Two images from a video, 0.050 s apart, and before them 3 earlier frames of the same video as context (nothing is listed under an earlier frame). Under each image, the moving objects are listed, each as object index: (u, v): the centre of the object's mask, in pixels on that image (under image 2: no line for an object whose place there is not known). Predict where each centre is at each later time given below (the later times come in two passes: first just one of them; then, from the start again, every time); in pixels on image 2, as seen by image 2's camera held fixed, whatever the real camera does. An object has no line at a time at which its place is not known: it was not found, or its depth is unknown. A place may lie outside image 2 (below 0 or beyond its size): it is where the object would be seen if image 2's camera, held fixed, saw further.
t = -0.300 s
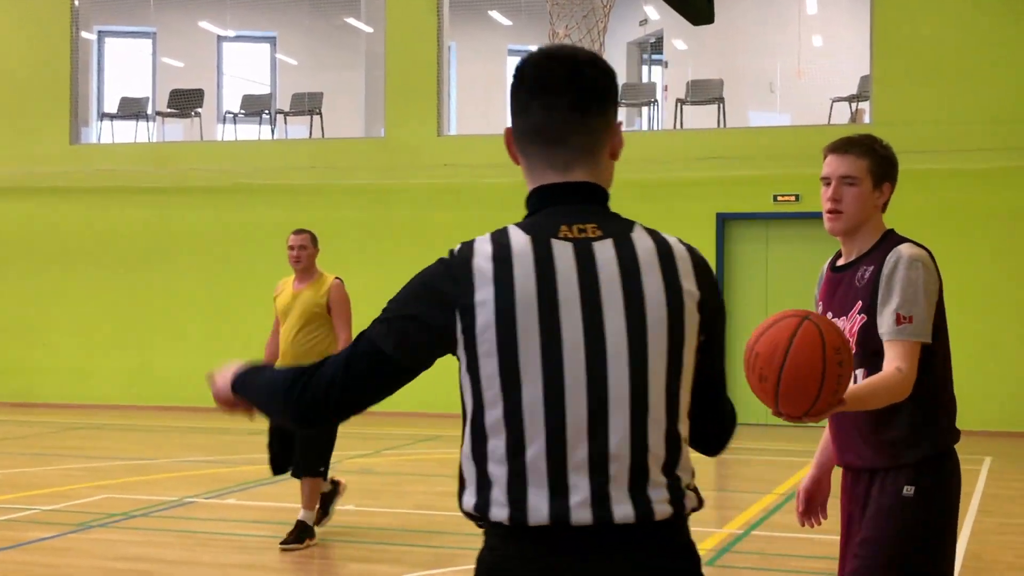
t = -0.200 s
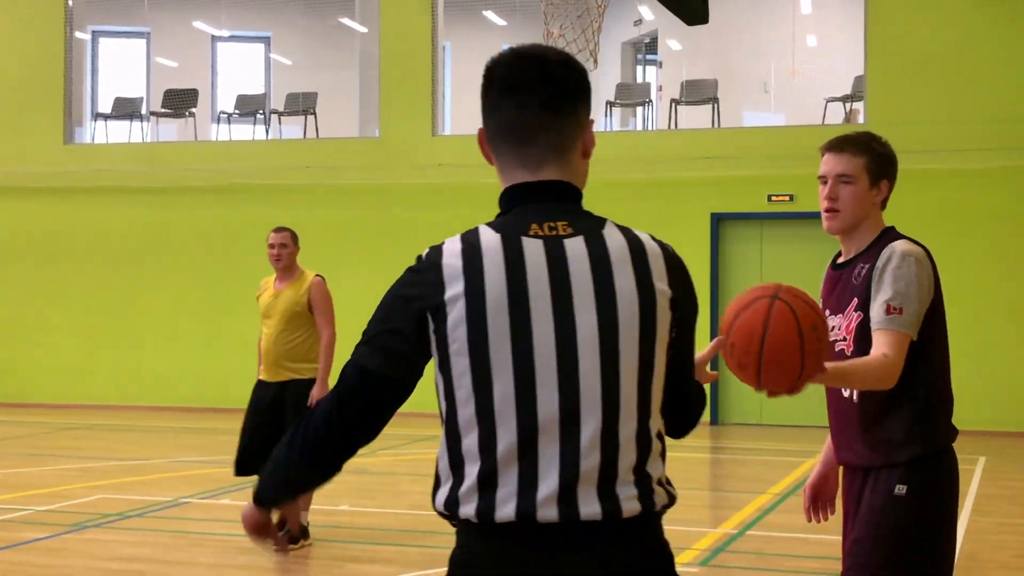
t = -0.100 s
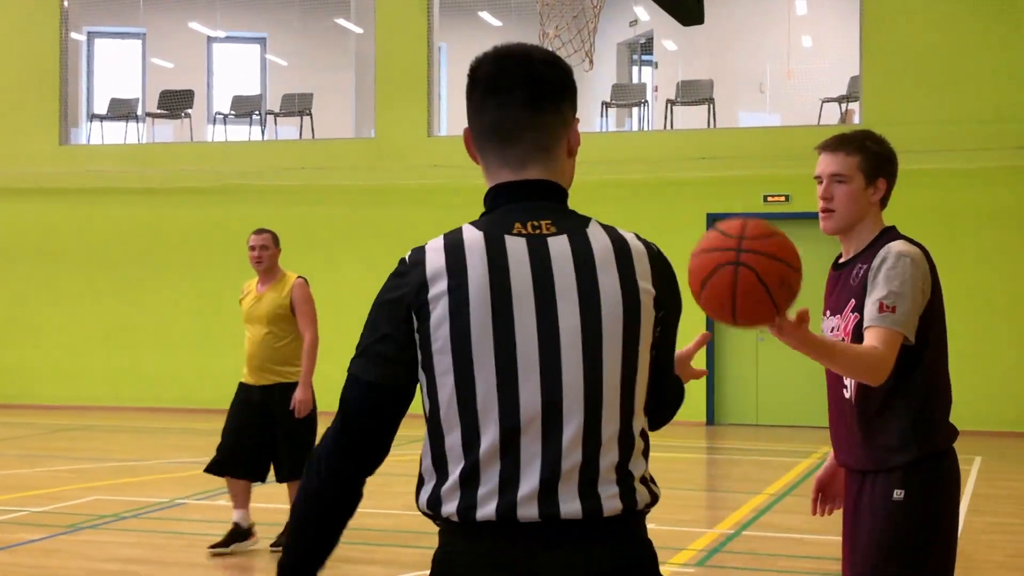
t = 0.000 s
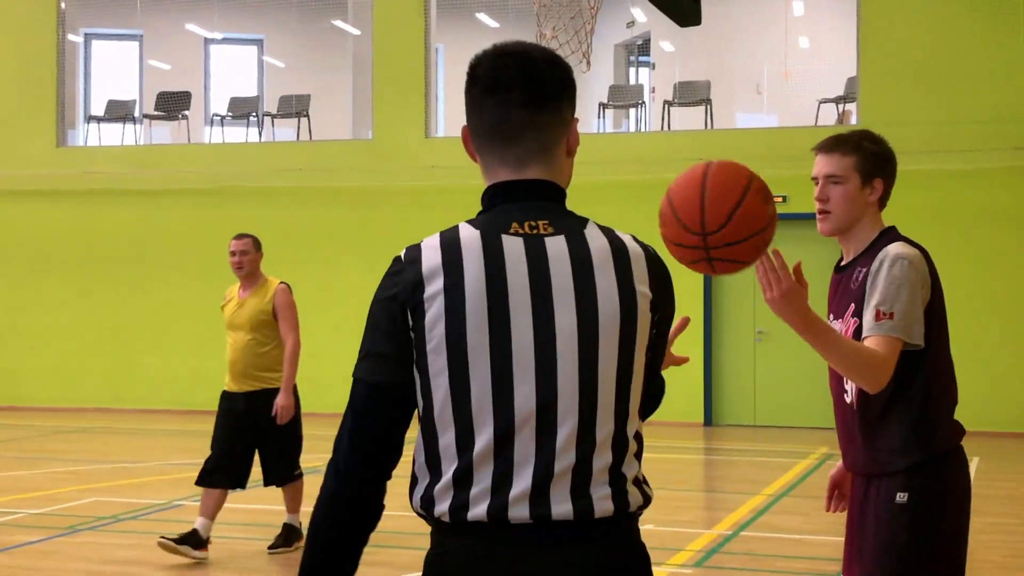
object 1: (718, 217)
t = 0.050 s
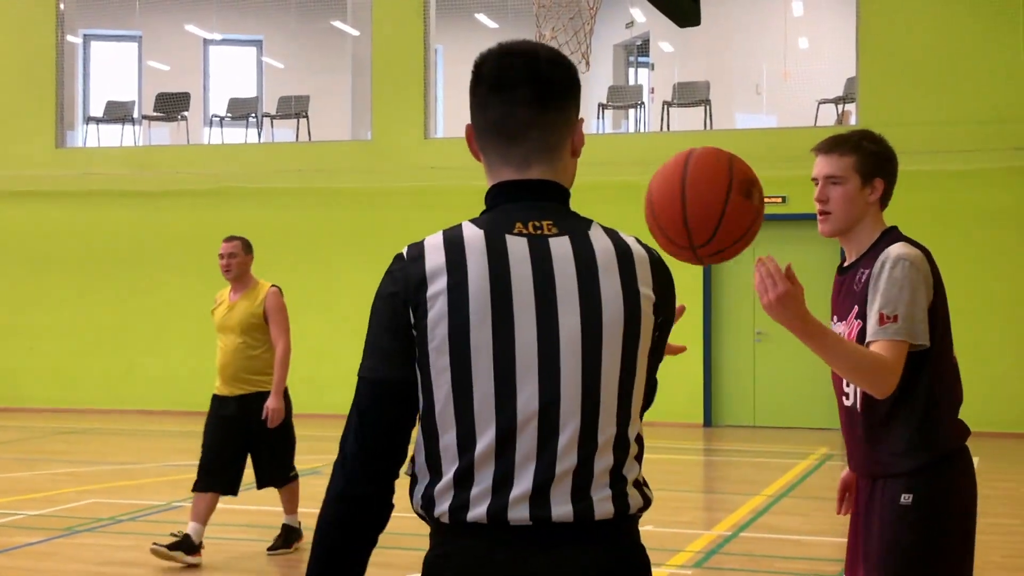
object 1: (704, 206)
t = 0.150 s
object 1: (682, 211)
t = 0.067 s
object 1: (700, 205)
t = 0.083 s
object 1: (696, 204)
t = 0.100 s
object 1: (692, 205)
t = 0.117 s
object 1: (689, 206)
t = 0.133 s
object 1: (685, 208)
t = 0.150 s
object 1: (682, 211)
